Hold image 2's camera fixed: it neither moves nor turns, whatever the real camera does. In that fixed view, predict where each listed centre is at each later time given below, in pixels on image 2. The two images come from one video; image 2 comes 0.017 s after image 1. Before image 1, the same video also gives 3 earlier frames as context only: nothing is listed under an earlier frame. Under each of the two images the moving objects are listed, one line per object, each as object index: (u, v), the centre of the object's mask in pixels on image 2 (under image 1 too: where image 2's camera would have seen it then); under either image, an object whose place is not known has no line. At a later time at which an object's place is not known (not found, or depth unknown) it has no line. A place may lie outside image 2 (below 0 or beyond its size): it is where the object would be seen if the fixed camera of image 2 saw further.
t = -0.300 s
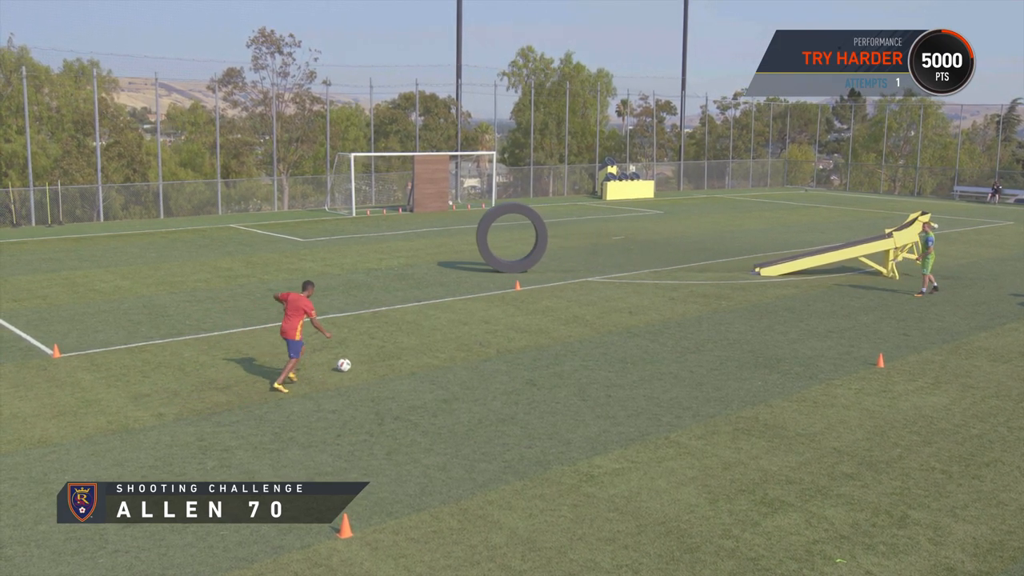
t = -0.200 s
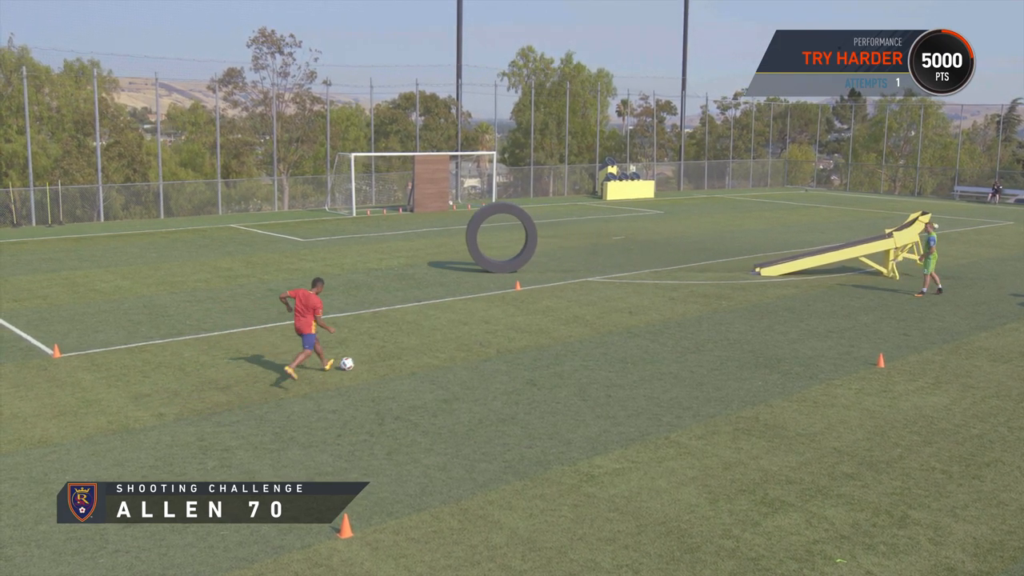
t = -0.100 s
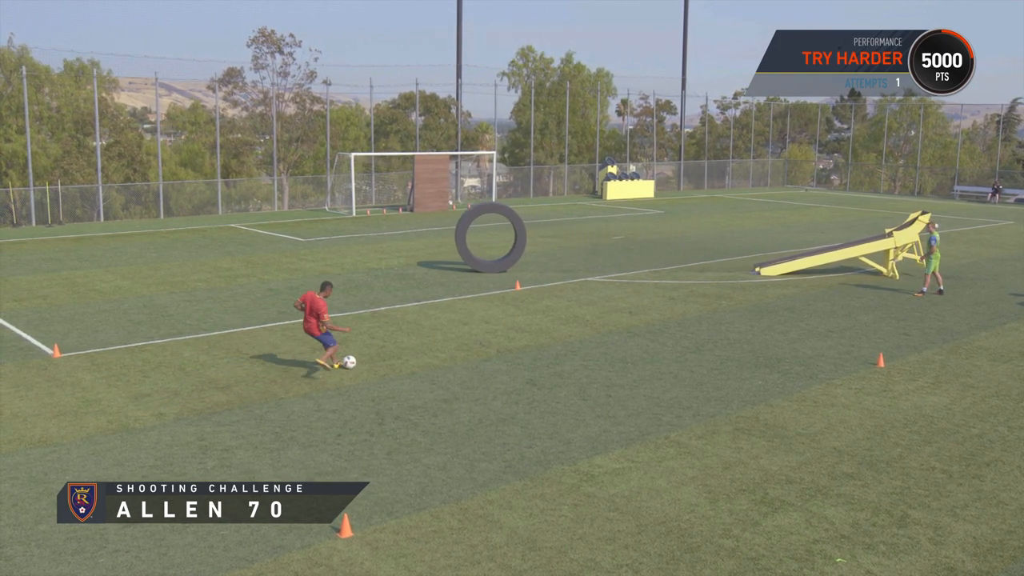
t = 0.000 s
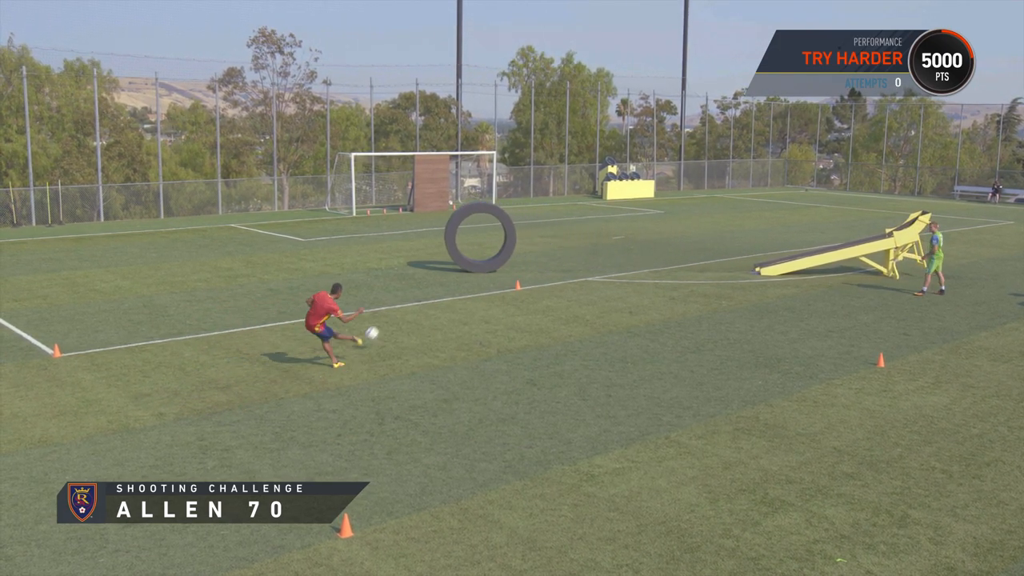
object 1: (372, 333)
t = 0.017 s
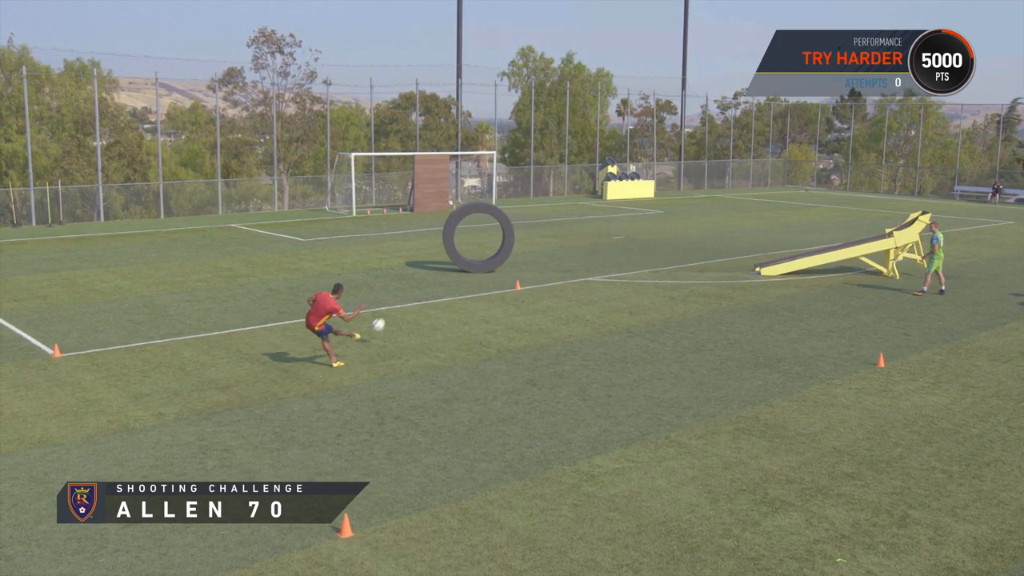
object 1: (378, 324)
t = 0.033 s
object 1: (384, 316)
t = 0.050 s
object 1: (390, 309)
